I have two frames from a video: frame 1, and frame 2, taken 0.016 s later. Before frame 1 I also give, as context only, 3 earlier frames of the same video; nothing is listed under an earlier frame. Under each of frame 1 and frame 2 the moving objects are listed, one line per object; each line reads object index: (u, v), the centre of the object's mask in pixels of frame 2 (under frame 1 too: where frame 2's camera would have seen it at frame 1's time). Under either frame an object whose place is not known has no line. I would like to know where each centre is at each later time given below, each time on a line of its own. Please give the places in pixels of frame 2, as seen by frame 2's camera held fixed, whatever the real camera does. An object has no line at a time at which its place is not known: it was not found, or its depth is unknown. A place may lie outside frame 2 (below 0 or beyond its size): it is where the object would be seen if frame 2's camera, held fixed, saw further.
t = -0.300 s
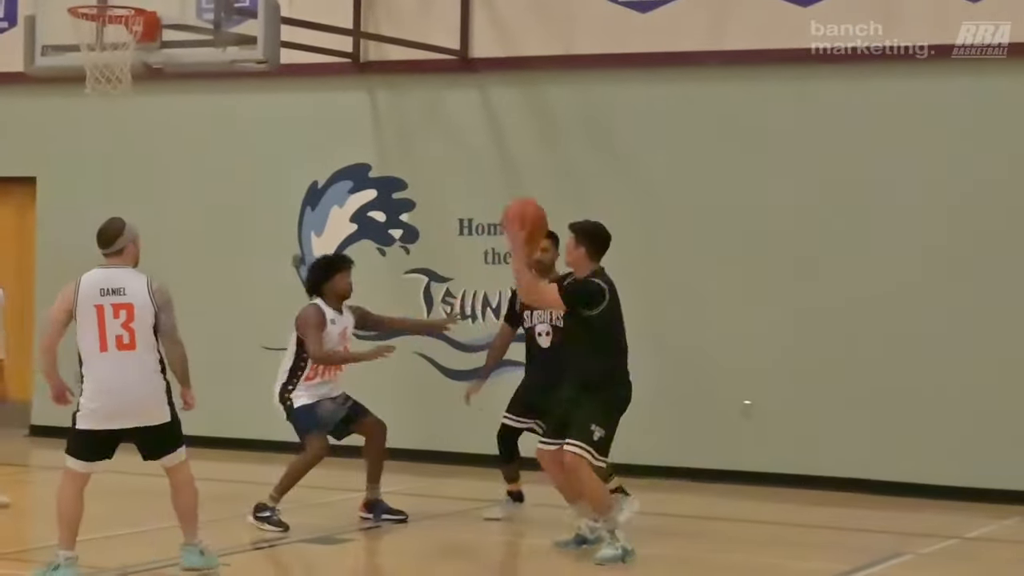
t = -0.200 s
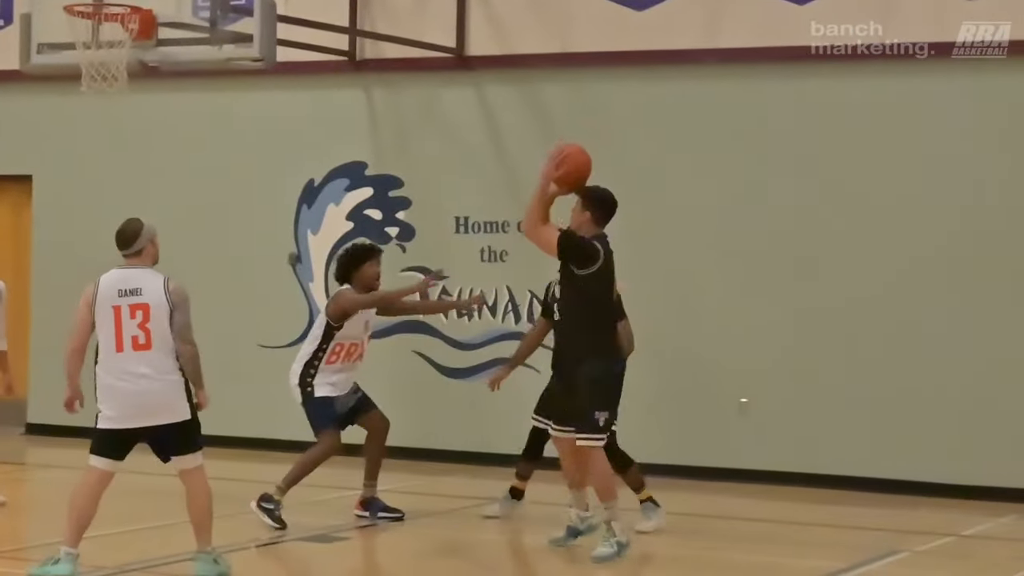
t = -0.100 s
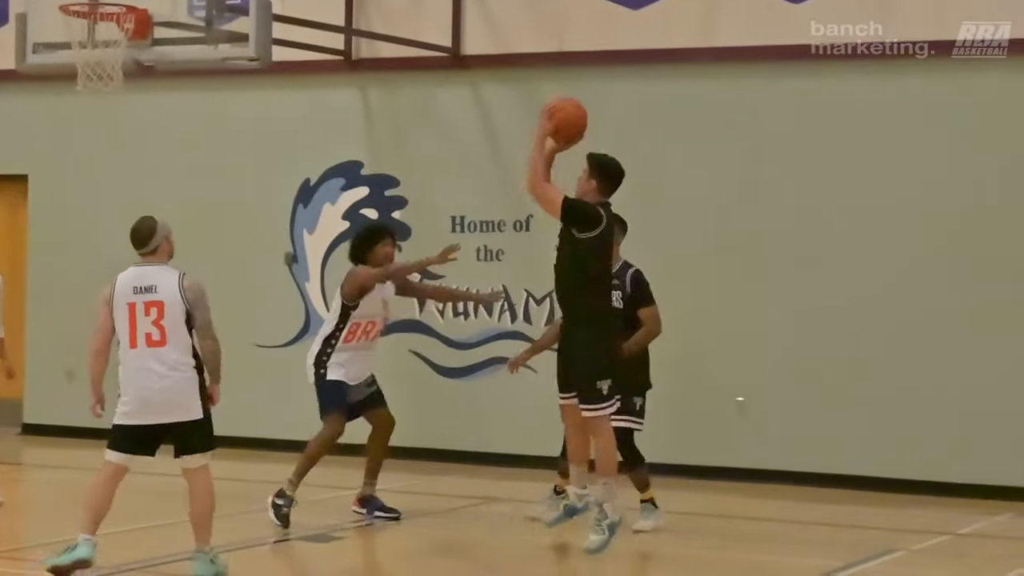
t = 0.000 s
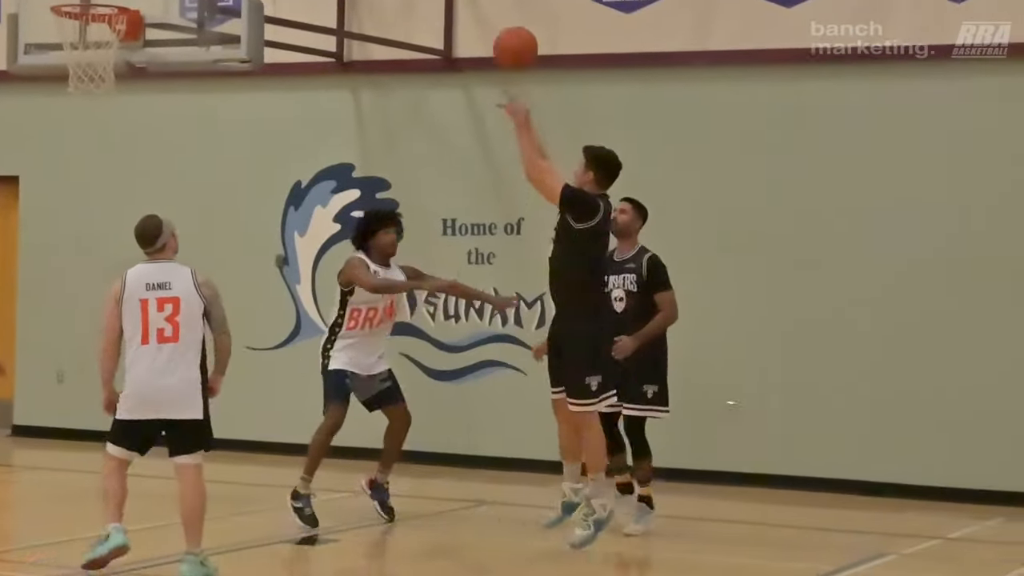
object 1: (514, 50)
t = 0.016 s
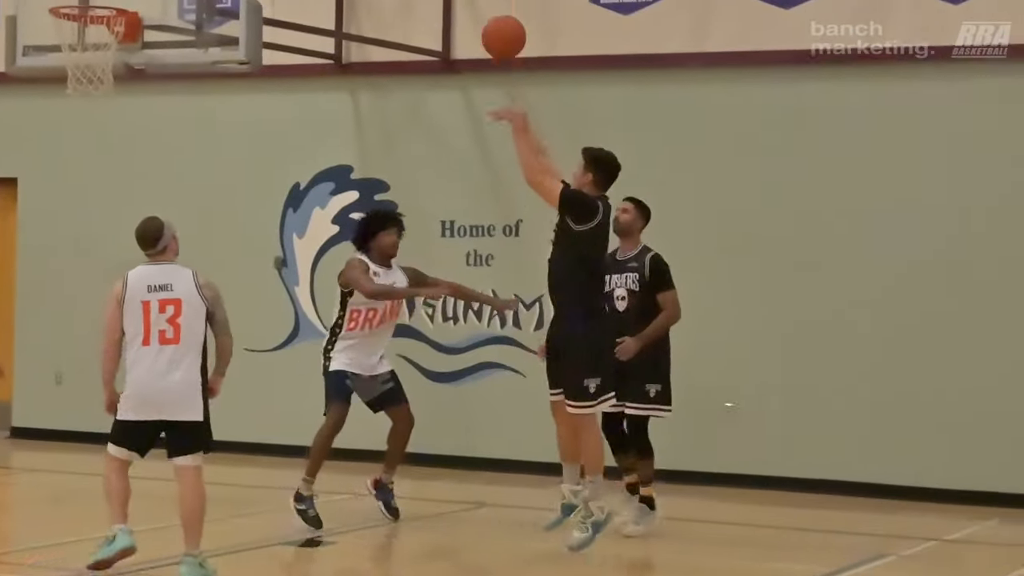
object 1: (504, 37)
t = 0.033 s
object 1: (493, 25)
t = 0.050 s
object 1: (484, 13)
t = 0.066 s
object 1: (472, 0)
